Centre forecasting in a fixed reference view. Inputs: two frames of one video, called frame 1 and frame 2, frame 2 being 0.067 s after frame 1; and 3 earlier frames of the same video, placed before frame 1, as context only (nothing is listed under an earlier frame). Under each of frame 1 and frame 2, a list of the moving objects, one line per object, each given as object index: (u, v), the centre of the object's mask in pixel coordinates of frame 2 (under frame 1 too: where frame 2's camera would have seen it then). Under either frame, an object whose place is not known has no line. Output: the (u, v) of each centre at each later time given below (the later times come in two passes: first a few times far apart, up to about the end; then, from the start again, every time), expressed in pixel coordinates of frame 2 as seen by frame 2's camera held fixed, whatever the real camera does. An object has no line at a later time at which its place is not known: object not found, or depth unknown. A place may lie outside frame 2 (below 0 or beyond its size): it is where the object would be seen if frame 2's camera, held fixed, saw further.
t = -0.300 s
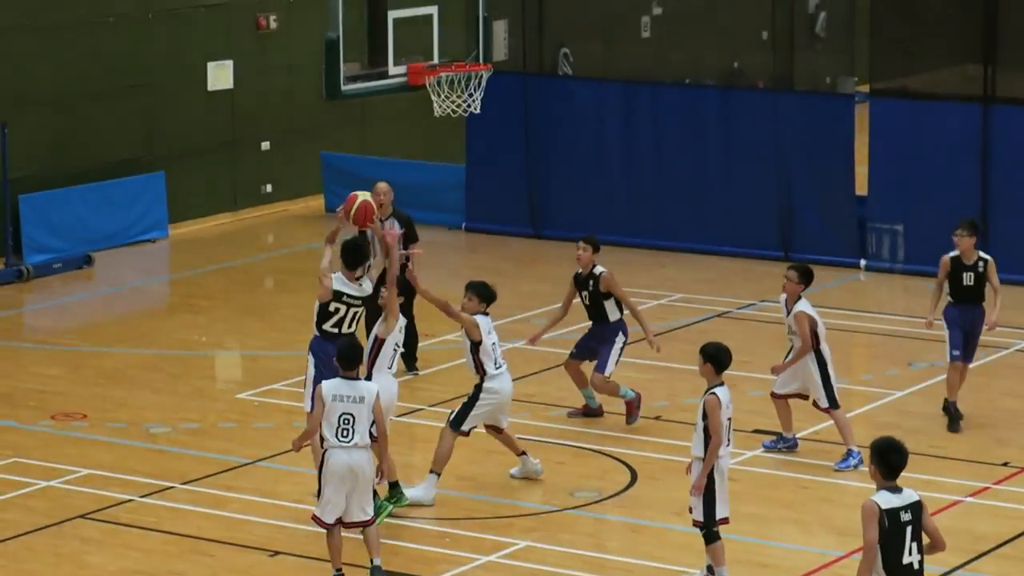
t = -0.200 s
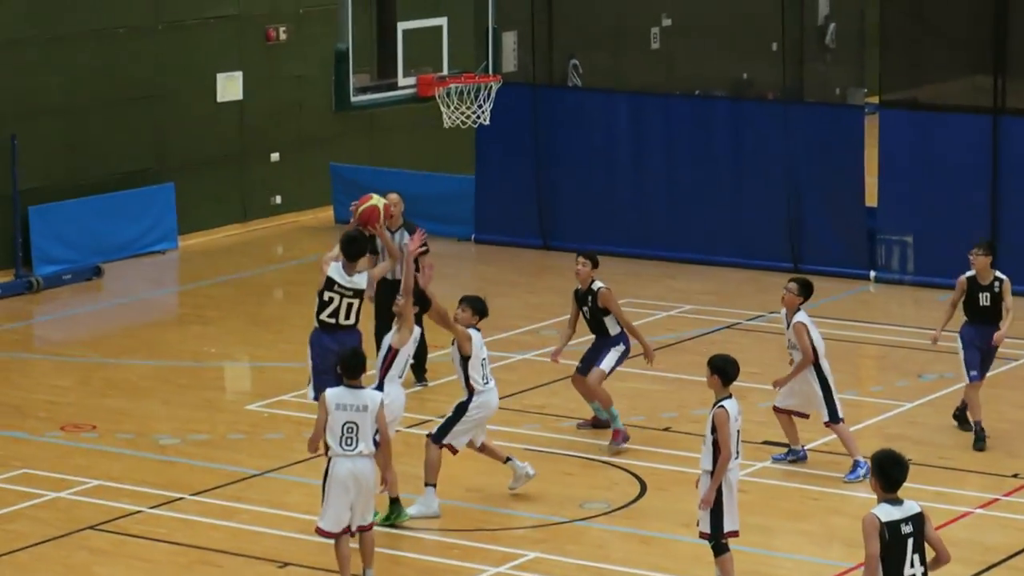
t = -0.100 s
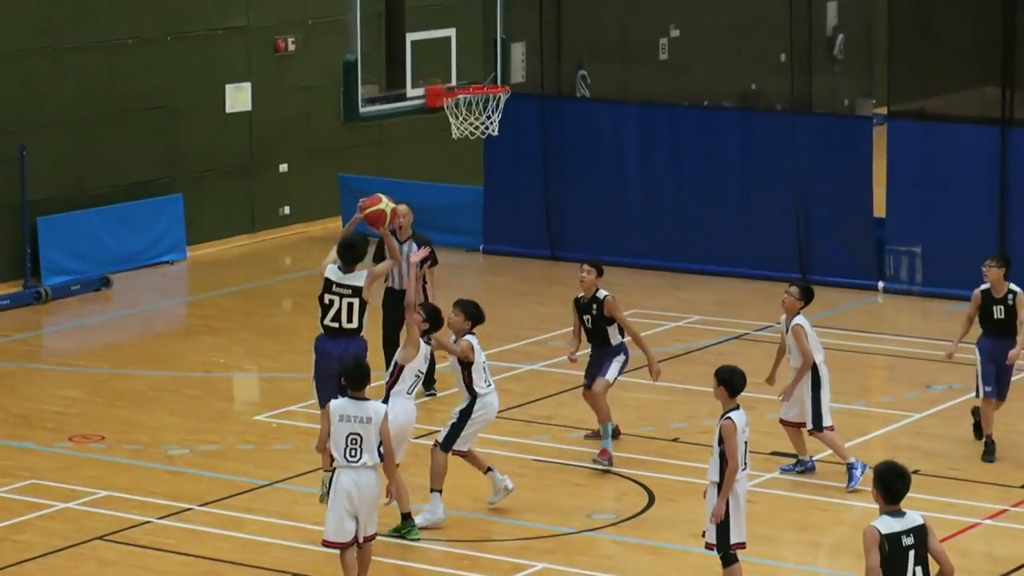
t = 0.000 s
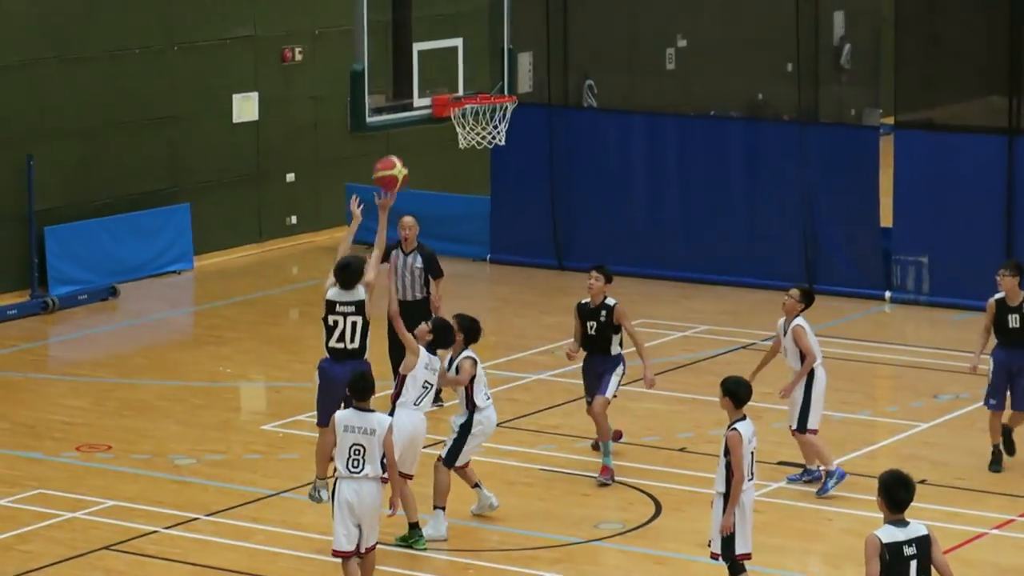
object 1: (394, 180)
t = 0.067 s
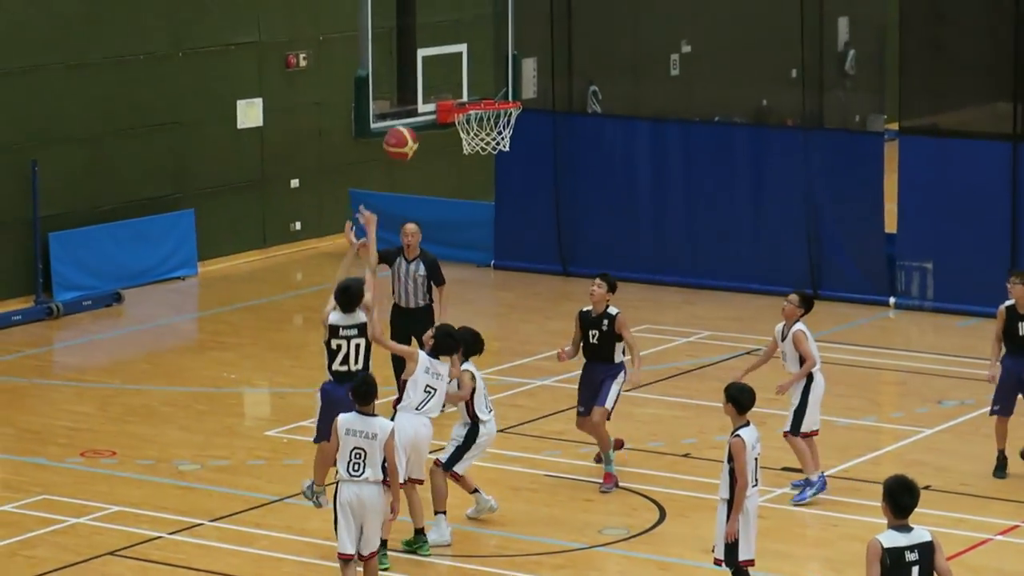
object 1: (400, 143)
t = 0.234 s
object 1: (415, 83)
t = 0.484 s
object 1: (479, 82)
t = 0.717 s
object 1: (473, 127)
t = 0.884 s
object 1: (472, 178)
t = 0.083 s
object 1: (402, 135)
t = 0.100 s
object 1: (404, 127)
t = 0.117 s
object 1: (405, 120)
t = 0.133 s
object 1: (406, 114)
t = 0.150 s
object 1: (408, 107)
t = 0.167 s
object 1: (410, 101)
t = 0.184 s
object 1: (411, 96)
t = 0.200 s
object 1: (412, 91)
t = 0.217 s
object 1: (413, 87)
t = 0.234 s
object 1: (415, 83)
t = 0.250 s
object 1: (417, 79)
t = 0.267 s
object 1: (418, 75)
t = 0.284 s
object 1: (420, 72)
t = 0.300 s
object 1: (421, 70)
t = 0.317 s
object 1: (423, 68)
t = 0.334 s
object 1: (428, 67)
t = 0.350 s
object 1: (434, 67)
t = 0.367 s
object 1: (440, 68)
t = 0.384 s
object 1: (445, 69)
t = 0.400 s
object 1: (450, 70)
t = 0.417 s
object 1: (456, 71)
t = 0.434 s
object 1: (462, 74)
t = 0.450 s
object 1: (468, 76)
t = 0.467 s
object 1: (473, 78)
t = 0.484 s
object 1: (479, 82)
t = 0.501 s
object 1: (485, 85)
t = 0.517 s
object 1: (490, 89)
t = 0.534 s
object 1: (495, 91)
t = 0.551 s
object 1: (500, 95)
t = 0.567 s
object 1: (501, 96)
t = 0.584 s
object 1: (496, 100)
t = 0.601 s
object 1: (494, 97)
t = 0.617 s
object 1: (488, 109)
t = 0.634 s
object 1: (485, 110)
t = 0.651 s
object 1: (479, 116)
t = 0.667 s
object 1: (475, 120)
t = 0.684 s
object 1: (474, 123)
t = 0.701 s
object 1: (473, 125)
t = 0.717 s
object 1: (473, 127)
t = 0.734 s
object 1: (473, 131)
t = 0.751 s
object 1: (473, 137)
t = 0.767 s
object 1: (473, 141)
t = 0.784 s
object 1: (474, 145)
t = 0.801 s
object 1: (473, 152)
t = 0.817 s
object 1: (473, 158)
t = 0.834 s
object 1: (473, 162)
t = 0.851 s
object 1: (472, 167)
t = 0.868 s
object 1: (472, 172)
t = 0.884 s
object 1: (472, 178)
